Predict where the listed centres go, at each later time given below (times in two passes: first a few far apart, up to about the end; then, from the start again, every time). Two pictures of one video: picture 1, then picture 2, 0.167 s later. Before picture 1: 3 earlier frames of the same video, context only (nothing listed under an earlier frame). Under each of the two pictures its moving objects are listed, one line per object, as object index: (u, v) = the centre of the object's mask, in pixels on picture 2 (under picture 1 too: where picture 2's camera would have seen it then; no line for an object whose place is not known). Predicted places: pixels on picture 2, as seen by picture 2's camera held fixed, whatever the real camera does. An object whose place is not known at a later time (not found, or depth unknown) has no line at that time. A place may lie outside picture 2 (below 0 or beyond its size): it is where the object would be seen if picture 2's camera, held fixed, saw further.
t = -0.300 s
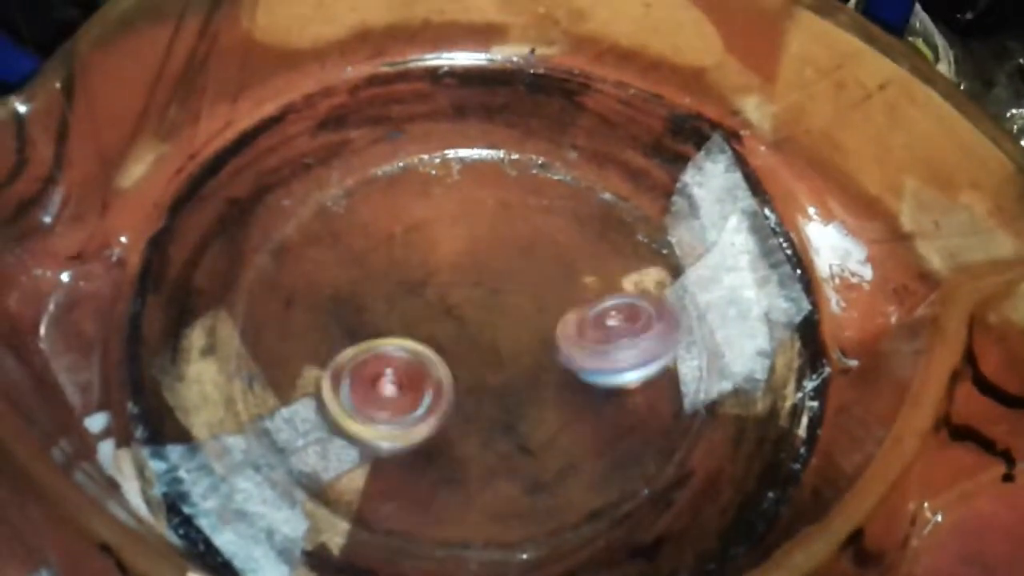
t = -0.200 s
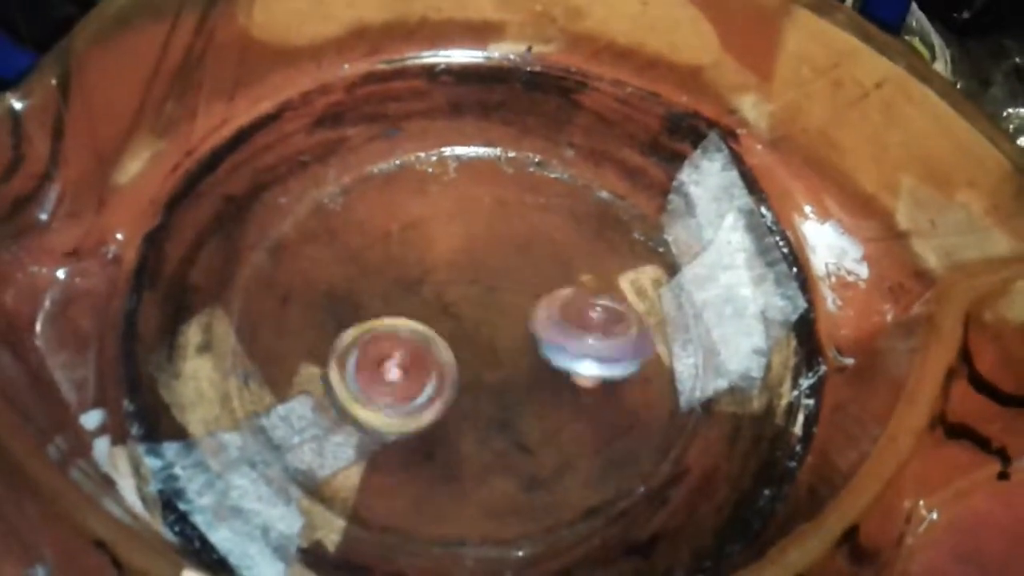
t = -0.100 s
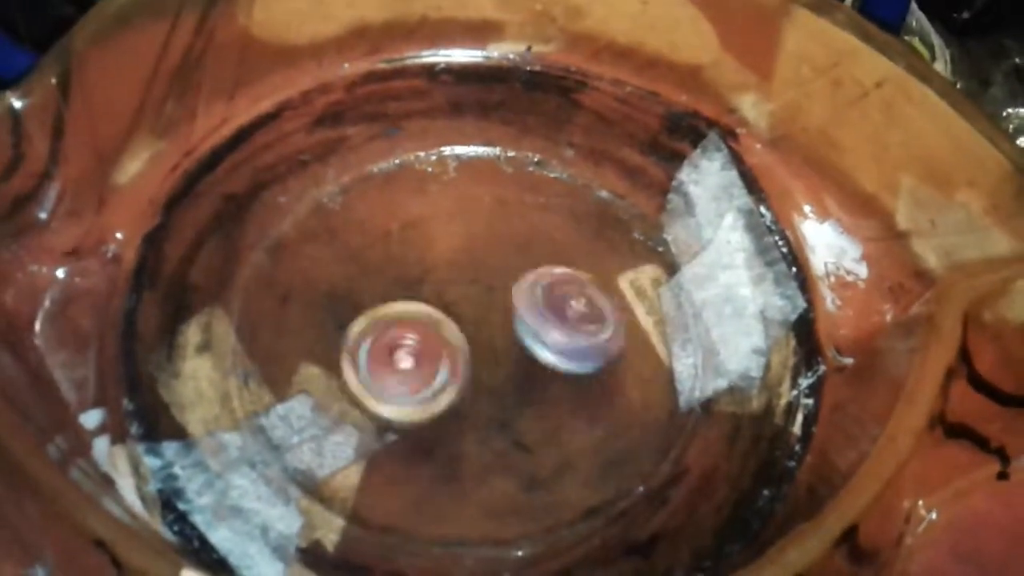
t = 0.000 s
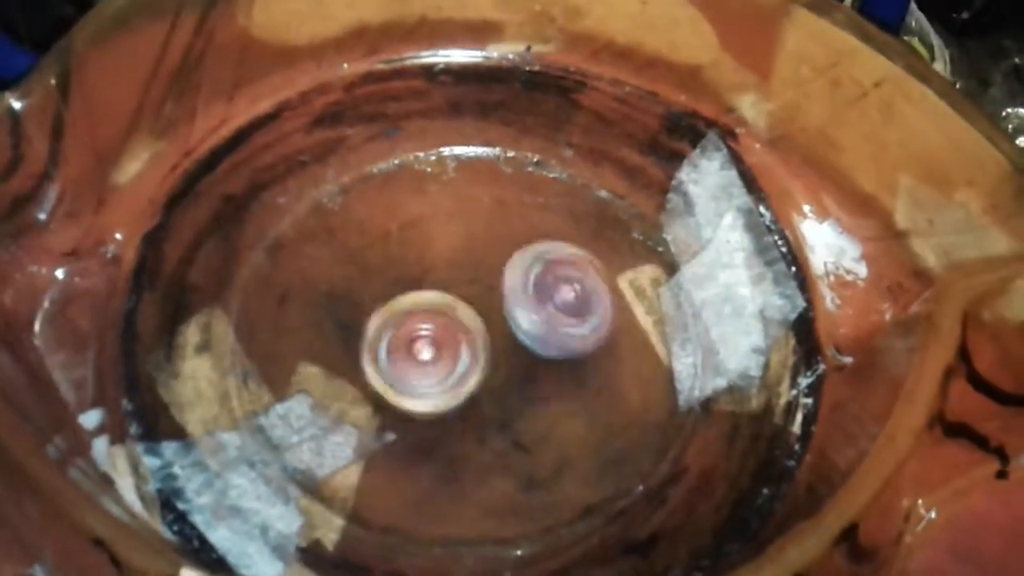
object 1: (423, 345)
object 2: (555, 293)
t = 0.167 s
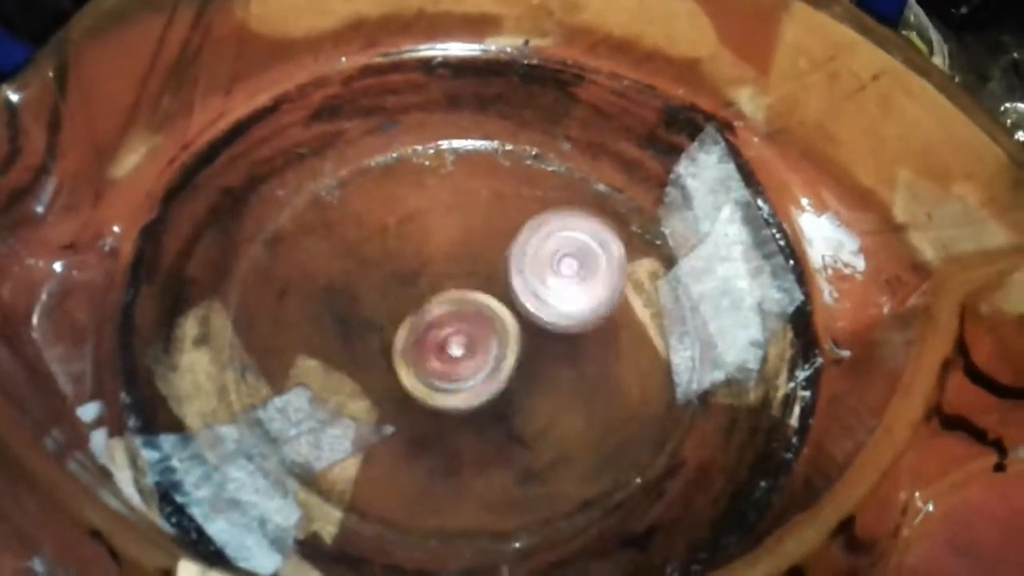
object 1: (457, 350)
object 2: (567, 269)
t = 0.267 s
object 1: (476, 357)
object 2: (575, 271)
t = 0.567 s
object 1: (483, 385)
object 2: (539, 286)
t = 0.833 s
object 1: (470, 373)
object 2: (521, 257)
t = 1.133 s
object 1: (450, 353)
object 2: (550, 257)
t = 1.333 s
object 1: (421, 346)
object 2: (519, 267)
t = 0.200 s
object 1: (465, 351)
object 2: (571, 268)
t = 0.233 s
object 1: (468, 354)
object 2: (575, 268)
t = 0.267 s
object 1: (476, 357)
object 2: (575, 271)
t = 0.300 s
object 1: (483, 358)
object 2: (577, 271)
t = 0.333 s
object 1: (486, 364)
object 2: (579, 274)
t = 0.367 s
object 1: (489, 371)
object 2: (575, 277)
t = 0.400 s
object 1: (488, 375)
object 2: (573, 280)
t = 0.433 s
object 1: (485, 379)
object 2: (569, 284)
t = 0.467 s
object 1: (488, 379)
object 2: (562, 286)
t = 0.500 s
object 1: (489, 381)
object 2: (556, 289)
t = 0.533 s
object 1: (485, 385)
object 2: (547, 289)
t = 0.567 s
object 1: (483, 385)
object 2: (539, 286)
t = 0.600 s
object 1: (480, 386)
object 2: (532, 285)
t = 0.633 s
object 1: (477, 387)
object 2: (528, 281)
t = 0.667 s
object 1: (476, 384)
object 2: (521, 275)
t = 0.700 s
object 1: (472, 385)
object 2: (519, 272)
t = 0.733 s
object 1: (469, 382)
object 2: (519, 268)
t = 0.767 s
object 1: (468, 377)
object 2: (518, 262)
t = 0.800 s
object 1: (467, 376)
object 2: (518, 259)
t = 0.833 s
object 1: (470, 373)
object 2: (521, 257)
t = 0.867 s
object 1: (467, 367)
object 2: (522, 253)
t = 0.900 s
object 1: (467, 364)
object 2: (526, 253)
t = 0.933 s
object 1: (470, 357)
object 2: (527, 255)
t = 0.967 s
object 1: (470, 353)
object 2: (529, 255)
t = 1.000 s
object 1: (475, 351)
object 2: (529, 255)
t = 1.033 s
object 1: (470, 351)
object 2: (533, 257)
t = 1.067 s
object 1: (458, 354)
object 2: (539, 255)
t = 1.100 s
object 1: (455, 353)
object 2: (545, 254)
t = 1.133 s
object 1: (450, 353)
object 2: (550, 257)
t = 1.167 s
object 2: (546, 262)
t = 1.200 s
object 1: (448, 352)
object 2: (540, 268)
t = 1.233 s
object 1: (439, 356)
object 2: (531, 270)
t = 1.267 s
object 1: (429, 354)
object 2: (525, 271)
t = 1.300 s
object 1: (423, 351)
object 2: (521, 269)
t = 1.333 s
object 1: (421, 346)
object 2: (519, 267)
